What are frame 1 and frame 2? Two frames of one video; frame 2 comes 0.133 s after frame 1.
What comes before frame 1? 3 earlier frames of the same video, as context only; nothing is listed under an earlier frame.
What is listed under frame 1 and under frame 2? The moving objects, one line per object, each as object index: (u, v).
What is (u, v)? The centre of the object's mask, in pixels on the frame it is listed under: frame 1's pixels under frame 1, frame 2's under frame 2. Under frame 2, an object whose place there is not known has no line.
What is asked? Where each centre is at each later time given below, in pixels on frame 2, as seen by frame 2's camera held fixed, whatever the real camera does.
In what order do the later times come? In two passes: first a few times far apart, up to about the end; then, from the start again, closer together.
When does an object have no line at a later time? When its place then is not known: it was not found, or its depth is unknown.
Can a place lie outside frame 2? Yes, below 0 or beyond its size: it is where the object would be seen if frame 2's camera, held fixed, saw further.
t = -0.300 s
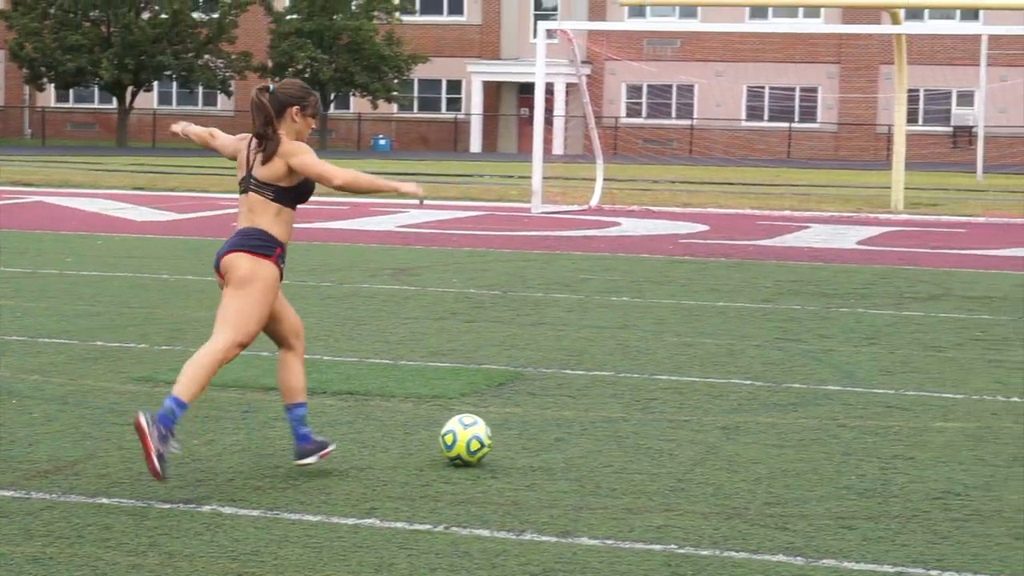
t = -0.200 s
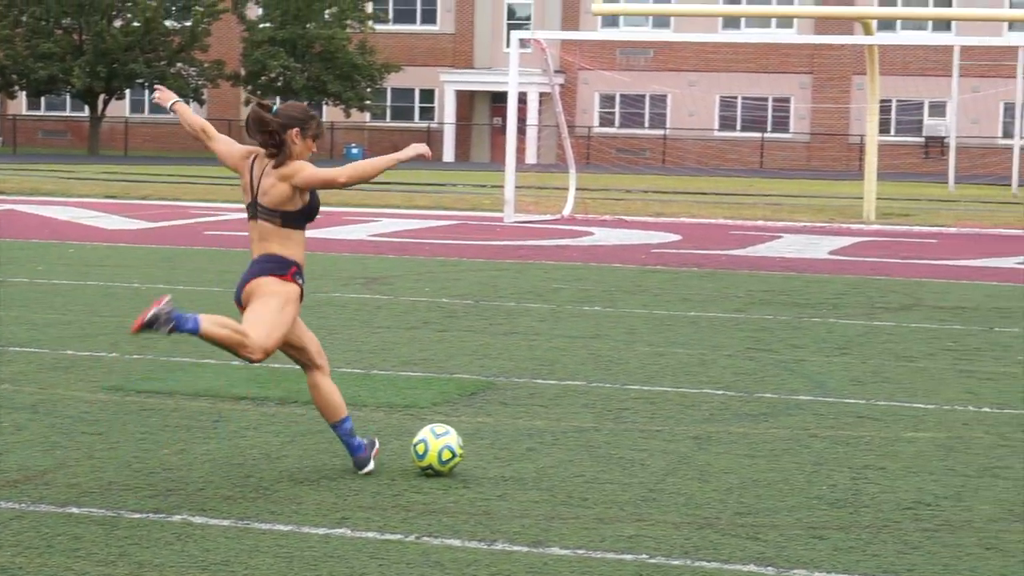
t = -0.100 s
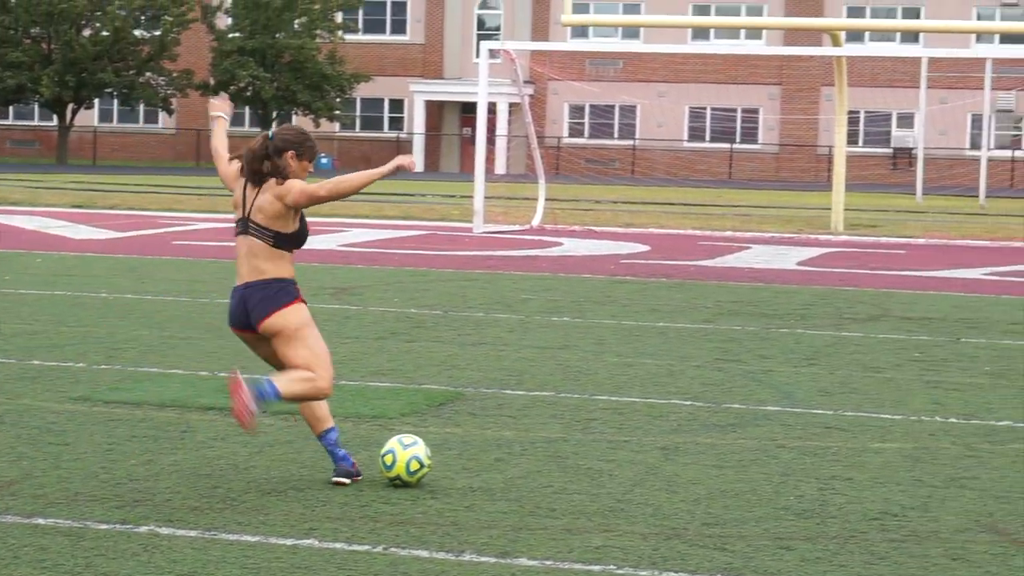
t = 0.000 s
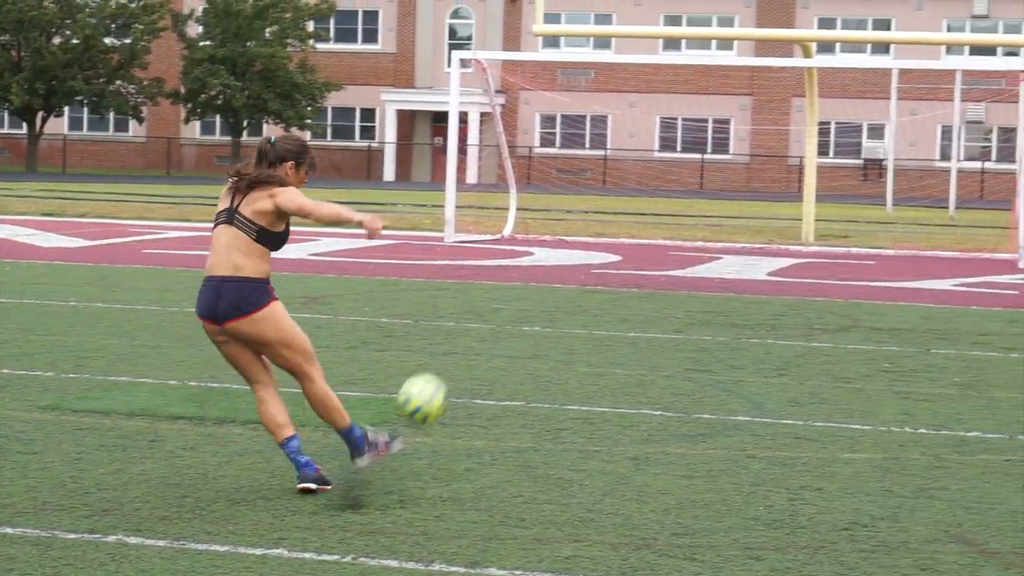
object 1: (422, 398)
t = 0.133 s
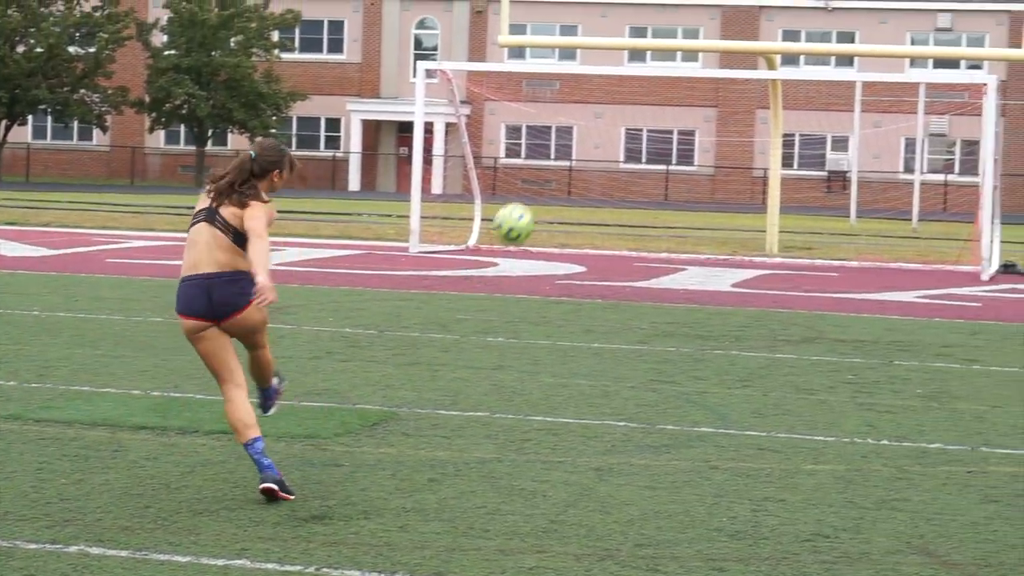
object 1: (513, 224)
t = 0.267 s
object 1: (589, 114)
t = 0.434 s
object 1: (644, 41)
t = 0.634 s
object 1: (676, 13)
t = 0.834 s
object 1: (688, 24)
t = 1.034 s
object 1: (688, 60)
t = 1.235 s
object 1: (679, 114)
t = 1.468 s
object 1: (668, 193)
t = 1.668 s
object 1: (666, 241)
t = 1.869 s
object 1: (671, 220)
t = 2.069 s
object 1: (669, 235)
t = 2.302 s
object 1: (669, 238)
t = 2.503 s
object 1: (669, 240)
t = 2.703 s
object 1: (669, 249)
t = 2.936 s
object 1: (670, 256)
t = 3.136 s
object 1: (670, 254)
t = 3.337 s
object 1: (670, 257)
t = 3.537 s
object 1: (671, 258)
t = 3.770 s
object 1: (671, 260)
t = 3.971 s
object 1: (670, 260)
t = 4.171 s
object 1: (669, 262)
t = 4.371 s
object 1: (668, 262)
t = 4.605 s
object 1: (667, 263)
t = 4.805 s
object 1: (666, 264)
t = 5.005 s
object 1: (665, 264)
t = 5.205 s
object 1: (662, 265)
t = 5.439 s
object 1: (659, 266)
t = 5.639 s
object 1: (656, 267)
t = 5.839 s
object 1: (654, 267)
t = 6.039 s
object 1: (652, 267)
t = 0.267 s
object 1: (589, 114)
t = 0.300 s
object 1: (603, 95)
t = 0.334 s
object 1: (615, 78)
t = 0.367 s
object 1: (626, 64)
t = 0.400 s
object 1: (636, 52)
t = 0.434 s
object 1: (644, 41)
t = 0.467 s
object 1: (651, 33)
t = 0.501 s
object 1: (657, 26)
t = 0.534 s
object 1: (663, 21)
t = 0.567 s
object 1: (668, 17)
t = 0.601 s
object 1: (672, 15)
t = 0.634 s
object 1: (676, 13)
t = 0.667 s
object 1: (679, 13)
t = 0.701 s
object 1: (682, 13)
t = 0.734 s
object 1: (684, 14)
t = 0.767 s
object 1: (685, 16)
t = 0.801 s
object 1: (687, 19)
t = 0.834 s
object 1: (688, 24)
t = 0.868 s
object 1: (688, 28)
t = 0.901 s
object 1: (689, 33)
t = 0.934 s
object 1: (689, 39)
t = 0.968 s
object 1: (689, 45)
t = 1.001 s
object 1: (688, 53)
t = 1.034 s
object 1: (688, 60)
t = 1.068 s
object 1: (687, 68)
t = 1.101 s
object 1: (685, 77)
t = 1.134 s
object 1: (684, 85)
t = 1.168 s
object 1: (682, 94)
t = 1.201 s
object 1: (681, 104)
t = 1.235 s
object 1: (679, 114)
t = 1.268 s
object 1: (678, 124)
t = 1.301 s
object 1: (675, 135)
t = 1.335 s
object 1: (673, 146)
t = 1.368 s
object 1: (671, 157)
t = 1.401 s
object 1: (669, 170)
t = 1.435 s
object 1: (668, 181)
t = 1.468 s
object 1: (668, 193)
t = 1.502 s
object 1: (667, 204)
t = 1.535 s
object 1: (666, 216)
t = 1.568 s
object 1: (666, 228)
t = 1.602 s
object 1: (665, 240)
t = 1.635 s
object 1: (665, 248)
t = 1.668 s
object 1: (666, 241)
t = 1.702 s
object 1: (668, 235)
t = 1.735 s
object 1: (669, 229)
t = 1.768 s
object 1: (669, 225)
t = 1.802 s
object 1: (670, 222)
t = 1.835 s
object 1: (670, 221)
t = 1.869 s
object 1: (671, 220)
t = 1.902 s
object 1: (671, 220)
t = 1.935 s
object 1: (671, 221)
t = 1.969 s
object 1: (670, 223)
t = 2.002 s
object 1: (670, 226)
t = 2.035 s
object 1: (670, 230)
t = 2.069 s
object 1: (669, 235)
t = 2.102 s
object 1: (669, 241)
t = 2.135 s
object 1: (669, 247)
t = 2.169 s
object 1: (668, 252)
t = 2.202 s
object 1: (669, 248)
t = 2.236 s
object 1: (669, 244)
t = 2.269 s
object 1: (669, 240)
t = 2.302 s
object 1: (669, 238)
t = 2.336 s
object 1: (669, 237)
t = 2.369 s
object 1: (669, 235)
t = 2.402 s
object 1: (669, 236)
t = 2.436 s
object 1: (670, 236)
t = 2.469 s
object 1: (670, 237)
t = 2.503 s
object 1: (669, 240)
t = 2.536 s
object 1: (669, 243)
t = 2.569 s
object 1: (669, 246)
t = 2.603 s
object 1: (669, 251)
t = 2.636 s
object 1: (669, 254)
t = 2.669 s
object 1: (669, 251)
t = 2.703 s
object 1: (669, 249)
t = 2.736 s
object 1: (669, 247)
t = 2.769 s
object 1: (669, 247)
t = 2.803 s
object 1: (670, 247)
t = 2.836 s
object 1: (670, 248)
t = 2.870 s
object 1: (670, 250)
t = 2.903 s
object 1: (670, 252)
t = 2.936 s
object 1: (670, 256)
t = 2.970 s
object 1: (670, 255)
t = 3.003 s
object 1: (670, 253)
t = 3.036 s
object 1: (670, 253)
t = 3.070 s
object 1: (670, 253)
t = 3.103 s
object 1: (670, 253)
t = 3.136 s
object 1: (670, 254)
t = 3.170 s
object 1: (670, 256)
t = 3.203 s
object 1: (670, 255)
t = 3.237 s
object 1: (671, 254)
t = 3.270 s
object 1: (671, 254)
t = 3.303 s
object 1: (670, 255)
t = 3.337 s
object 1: (670, 257)
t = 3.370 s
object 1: (671, 257)
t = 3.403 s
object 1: (670, 257)
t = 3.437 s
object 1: (670, 257)
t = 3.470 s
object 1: (671, 258)
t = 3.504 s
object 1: (671, 258)
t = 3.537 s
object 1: (671, 258)
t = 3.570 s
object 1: (671, 259)
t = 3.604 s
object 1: (671, 259)
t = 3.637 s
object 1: (671, 259)
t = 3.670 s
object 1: (671, 259)
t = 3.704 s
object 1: (671, 259)
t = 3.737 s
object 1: (671, 259)
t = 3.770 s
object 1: (671, 260)
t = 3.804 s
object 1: (671, 260)
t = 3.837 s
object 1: (670, 260)
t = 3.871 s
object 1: (671, 260)
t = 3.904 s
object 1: (671, 260)
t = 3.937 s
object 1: (671, 260)
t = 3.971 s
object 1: (670, 260)
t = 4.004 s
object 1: (670, 261)
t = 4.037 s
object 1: (670, 261)
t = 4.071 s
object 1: (670, 261)
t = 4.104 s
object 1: (669, 261)
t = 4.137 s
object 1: (669, 261)
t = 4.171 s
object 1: (669, 262)
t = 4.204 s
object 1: (669, 261)
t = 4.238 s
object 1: (668, 261)
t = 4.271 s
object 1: (668, 262)
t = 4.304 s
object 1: (668, 262)
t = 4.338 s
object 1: (668, 262)
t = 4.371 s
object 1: (668, 262)
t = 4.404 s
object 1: (668, 262)
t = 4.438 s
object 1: (668, 262)
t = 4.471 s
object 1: (668, 262)
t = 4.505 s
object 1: (668, 263)
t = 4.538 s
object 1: (667, 263)
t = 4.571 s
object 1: (667, 263)
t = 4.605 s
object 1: (667, 263)
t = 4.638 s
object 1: (667, 263)
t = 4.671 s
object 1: (666, 263)
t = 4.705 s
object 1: (666, 263)
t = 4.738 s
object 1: (666, 263)
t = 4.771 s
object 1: (666, 264)
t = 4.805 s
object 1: (666, 264)
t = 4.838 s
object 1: (666, 264)
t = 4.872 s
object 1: (665, 264)
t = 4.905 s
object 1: (665, 264)
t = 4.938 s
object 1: (665, 264)
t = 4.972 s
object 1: (664, 264)
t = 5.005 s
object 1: (665, 264)
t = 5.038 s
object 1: (664, 264)
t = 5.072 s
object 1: (663, 265)
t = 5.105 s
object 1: (663, 264)
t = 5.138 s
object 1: (662, 265)
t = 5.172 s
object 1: (662, 265)
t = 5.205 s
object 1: (662, 265)
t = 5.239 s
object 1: (661, 265)
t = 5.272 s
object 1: (661, 265)
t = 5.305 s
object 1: (661, 265)
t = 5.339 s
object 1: (660, 265)
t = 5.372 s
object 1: (659, 266)
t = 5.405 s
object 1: (659, 265)
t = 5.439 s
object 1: (659, 266)
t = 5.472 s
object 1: (659, 266)
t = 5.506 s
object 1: (658, 266)
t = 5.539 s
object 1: (657, 266)
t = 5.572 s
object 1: (657, 266)
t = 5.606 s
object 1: (656, 266)
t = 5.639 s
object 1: (656, 267)
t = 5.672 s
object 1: (656, 266)
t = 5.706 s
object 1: (656, 266)
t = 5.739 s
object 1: (655, 267)
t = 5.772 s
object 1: (655, 267)
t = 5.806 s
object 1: (654, 267)
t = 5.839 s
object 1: (654, 267)
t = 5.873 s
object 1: (654, 267)
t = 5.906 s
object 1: (653, 267)
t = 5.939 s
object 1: (653, 267)
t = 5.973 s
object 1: (652, 267)
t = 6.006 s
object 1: (652, 267)
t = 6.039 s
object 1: (652, 267)
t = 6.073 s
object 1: (651, 267)
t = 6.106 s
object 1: (651, 267)
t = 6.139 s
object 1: (650, 267)
